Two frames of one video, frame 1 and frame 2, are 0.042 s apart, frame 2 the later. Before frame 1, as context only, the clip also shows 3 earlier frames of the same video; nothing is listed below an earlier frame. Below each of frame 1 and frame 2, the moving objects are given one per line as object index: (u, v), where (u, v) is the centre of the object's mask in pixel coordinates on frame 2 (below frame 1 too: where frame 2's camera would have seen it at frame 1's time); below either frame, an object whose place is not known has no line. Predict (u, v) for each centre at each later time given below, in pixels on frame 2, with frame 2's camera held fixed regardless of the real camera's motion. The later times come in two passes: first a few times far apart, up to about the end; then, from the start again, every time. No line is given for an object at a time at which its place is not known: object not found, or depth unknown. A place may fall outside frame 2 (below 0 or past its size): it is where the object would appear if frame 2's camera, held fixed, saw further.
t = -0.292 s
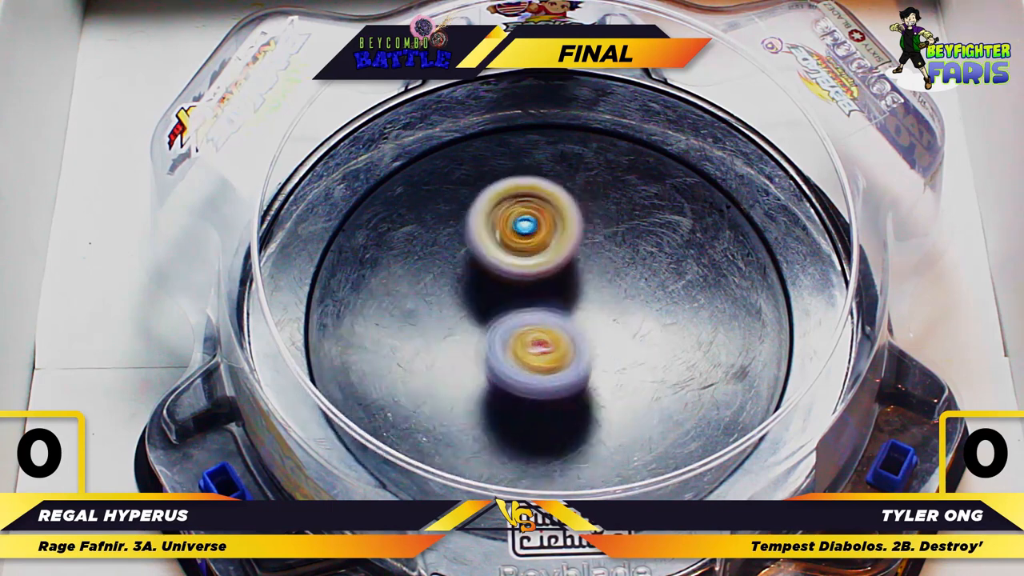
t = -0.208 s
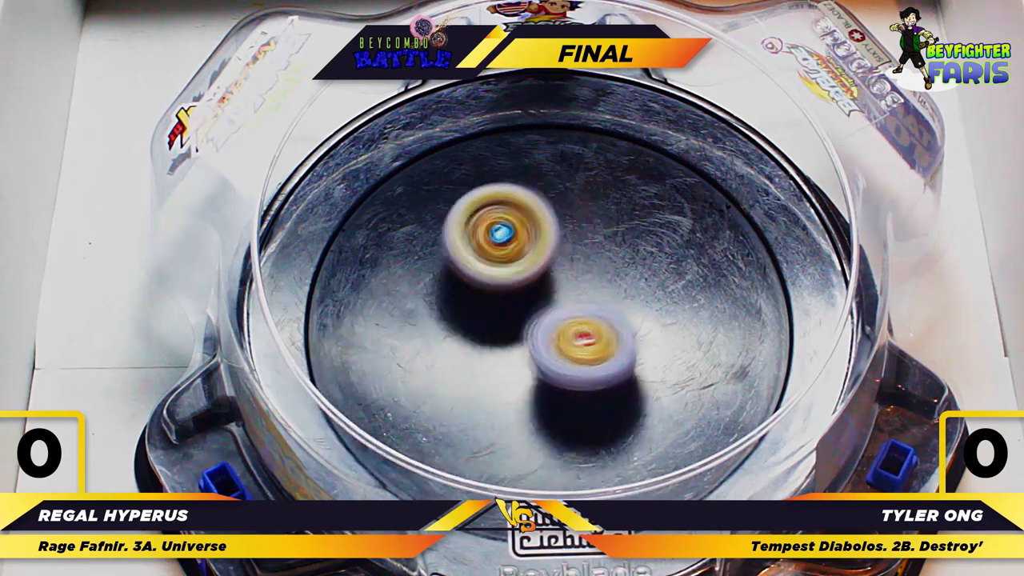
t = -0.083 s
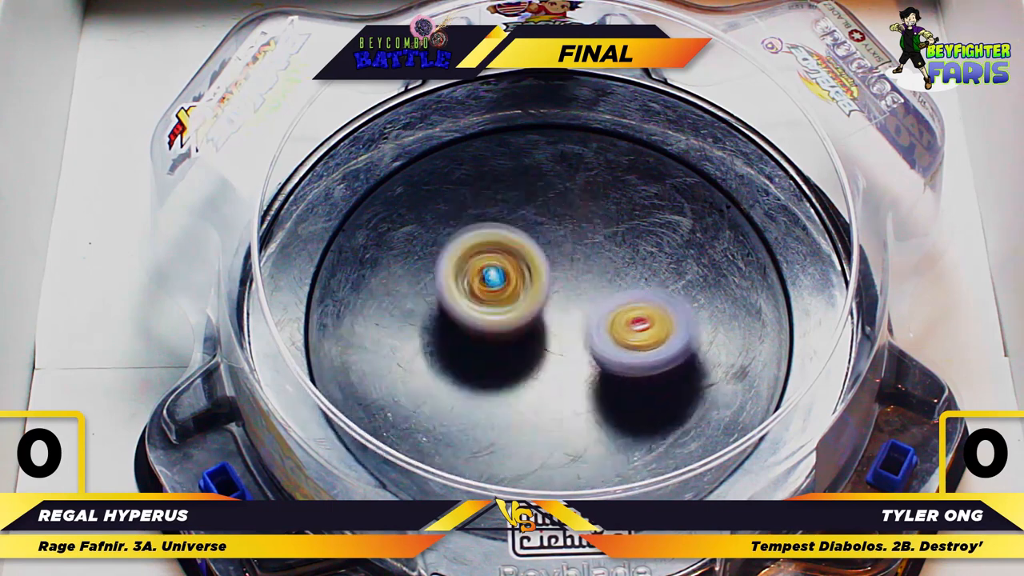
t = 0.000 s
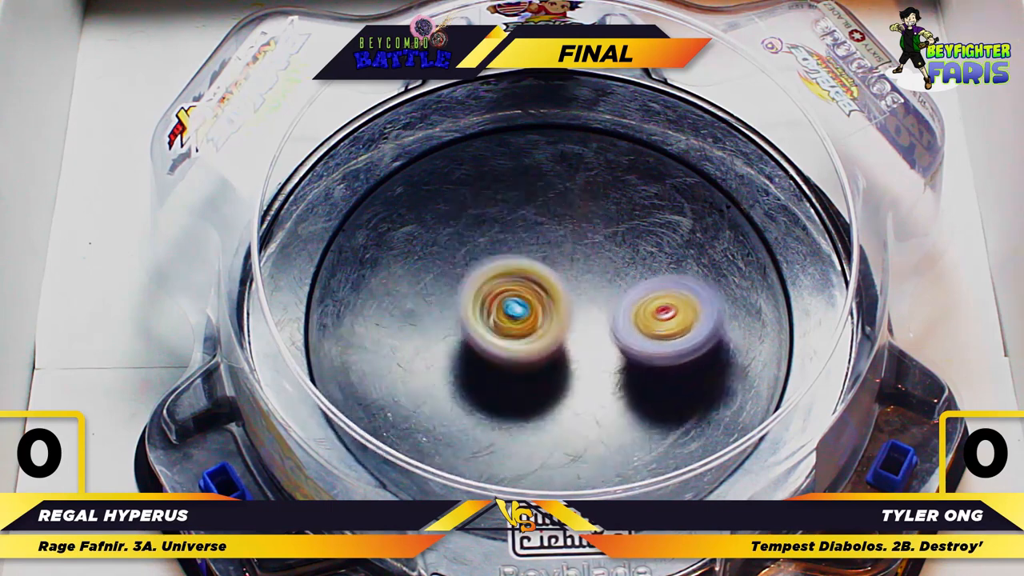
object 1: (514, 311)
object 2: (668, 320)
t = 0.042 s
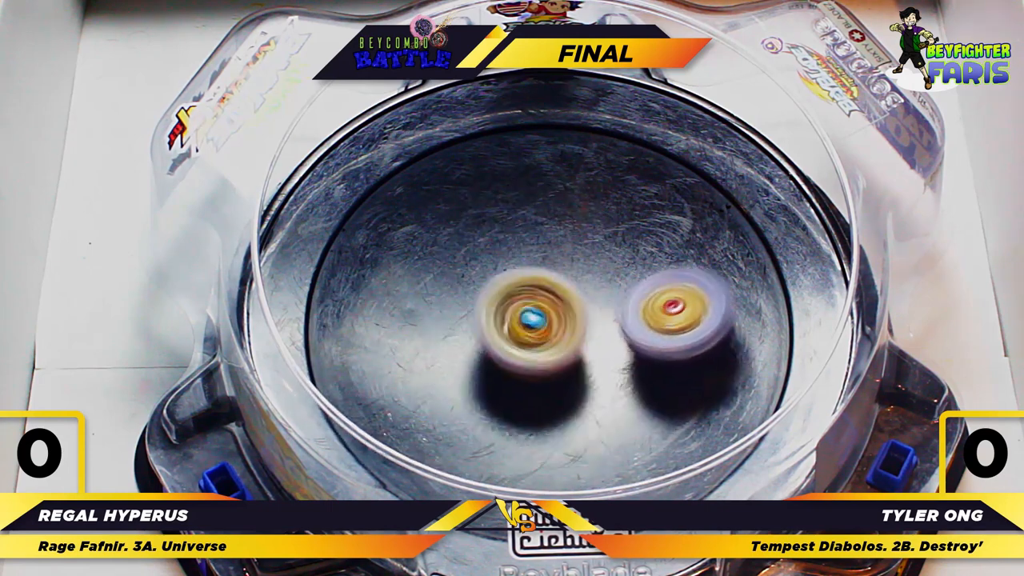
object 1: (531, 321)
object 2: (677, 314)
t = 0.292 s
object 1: (557, 333)
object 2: (708, 261)
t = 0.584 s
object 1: (518, 309)
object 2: (602, 229)
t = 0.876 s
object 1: (389, 438)
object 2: (581, 119)
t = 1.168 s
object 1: (572, 312)
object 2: (478, 240)
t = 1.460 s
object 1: (739, 235)
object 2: (340, 289)
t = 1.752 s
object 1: (565, 196)
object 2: (478, 375)
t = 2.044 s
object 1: (461, 287)
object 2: (665, 368)
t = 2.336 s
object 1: (526, 385)
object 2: (694, 279)
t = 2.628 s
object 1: (616, 310)
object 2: (565, 192)
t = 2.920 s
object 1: (553, 224)
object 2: (423, 195)
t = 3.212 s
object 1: (516, 271)
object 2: (394, 308)
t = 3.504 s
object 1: (629, 283)
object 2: (515, 398)
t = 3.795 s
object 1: (637, 210)
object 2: (635, 364)
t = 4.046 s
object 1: (570, 169)
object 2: (559, 310)
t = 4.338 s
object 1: (498, 138)
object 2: (453, 354)
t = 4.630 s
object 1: (472, 248)
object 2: (409, 344)
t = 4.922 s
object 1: (567, 265)
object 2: (457, 398)
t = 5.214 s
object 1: (643, 255)
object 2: (525, 375)
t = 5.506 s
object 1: (639, 195)
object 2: (496, 359)
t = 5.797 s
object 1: (579, 176)
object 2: (433, 331)
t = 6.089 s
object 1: (538, 252)
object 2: (430, 306)
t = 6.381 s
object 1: (637, 269)
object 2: (414, 304)
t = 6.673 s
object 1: (618, 307)
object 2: (498, 278)
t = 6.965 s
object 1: (595, 340)
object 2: (501, 199)
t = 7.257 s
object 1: (550, 298)
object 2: (519, 193)
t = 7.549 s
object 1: (578, 320)
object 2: (528, 222)
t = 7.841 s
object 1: (583, 358)
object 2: (547, 240)
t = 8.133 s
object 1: (539, 361)
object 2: (571, 212)
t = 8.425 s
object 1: (544, 323)
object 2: (582, 215)
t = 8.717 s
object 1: (543, 325)
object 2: (583, 223)
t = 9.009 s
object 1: (518, 334)
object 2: (578, 230)
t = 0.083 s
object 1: (551, 328)
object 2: (683, 307)
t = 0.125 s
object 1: (569, 329)
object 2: (687, 299)
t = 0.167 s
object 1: (567, 334)
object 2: (701, 286)
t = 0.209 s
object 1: (563, 334)
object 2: (708, 276)
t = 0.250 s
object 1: (560, 335)
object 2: (710, 268)
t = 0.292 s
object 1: (557, 333)
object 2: (708, 261)
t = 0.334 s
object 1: (554, 331)
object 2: (701, 254)
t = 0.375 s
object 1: (550, 328)
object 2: (692, 249)
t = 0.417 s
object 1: (544, 325)
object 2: (678, 245)
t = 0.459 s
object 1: (538, 320)
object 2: (662, 240)
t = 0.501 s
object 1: (531, 316)
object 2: (643, 236)
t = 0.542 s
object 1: (525, 312)
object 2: (623, 232)
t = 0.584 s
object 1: (518, 309)
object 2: (602, 229)
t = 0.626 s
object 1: (492, 324)
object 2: (592, 212)
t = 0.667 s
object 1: (448, 363)
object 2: (599, 174)
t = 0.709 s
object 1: (412, 394)
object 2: (602, 138)
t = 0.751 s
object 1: (385, 418)
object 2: (601, 121)
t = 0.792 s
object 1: (374, 431)
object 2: (598, 118)
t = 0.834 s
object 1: (376, 438)
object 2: (591, 118)
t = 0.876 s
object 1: (389, 438)
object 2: (581, 119)
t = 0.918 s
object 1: (407, 434)
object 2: (571, 127)
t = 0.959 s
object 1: (433, 423)
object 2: (559, 142)
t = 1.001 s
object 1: (459, 411)
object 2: (545, 160)
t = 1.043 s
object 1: (487, 393)
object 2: (530, 179)
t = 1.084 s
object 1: (514, 369)
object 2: (516, 201)
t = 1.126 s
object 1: (539, 335)
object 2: (499, 226)
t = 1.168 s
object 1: (572, 312)
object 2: (478, 240)
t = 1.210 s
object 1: (628, 304)
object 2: (440, 239)
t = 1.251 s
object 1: (674, 294)
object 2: (407, 244)
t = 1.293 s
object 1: (710, 282)
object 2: (382, 248)
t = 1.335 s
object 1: (734, 270)
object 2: (363, 258)
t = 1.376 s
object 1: (747, 259)
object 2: (349, 266)
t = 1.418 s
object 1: (747, 247)
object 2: (341, 278)
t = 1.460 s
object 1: (739, 235)
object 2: (340, 289)
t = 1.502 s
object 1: (725, 224)
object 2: (344, 305)
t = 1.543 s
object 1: (705, 214)
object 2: (357, 317)
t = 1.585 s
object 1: (680, 206)
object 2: (371, 332)
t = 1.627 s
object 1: (653, 200)
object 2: (395, 345)
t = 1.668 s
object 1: (624, 196)
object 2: (419, 355)
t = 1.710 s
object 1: (594, 195)
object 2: (448, 368)
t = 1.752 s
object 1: (565, 196)
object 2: (478, 375)
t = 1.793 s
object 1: (538, 200)
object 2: (506, 380)
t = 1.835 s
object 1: (515, 209)
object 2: (540, 384)
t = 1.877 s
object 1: (495, 220)
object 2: (567, 384)
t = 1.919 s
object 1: (481, 235)
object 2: (598, 384)
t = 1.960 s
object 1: (471, 253)
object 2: (622, 379)
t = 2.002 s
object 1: (465, 270)
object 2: (647, 374)
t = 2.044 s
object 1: (461, 287)
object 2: (665, 368)
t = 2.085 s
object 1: (460, 305)
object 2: (682, 359)
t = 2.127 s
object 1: (463, 323)
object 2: (695, 348)
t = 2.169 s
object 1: (469, 341)
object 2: (703, 337)
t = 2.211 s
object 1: (479, 356)
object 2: (707, 324)
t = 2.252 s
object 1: (493, 370)
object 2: (705, 308)
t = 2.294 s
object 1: (509, 381)
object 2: (701, 296)
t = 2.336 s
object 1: (526, 385)
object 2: (694, 279)
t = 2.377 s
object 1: (546, 388)
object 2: (678, 264)
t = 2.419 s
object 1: (565, 385)
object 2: (664, 251)
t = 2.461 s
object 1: (582, 377)
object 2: (649, 235)
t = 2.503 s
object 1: (597, 364)
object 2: (626, 223)
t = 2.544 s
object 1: (608, 346)
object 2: (607, 212)
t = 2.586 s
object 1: (614, 328)
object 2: (588, 201)
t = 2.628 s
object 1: (616, 310)
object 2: (565, 192)
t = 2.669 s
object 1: (613, 291)
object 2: (544, 186)
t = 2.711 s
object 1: (607, 275)
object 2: (524, 181)
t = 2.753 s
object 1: (597, 259)
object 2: (501, 179)
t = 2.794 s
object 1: (586, 244)
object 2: (480, 180)
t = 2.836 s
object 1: (572, 232)
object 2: (464, 185)
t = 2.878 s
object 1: (559, 225)
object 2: (445, 188)
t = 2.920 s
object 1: (553, 224)
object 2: (423, 195)
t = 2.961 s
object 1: (546, 224)
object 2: (409, 207)
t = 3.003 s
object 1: (537, 225)
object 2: (398, 219)
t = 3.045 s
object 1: (527, 229)
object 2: (390, 231)
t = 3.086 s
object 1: (517, 236)
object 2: (387, 249)
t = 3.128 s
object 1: (510, 246)
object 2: (390, 269)
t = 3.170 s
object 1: (507, 259)
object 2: (396, 286)
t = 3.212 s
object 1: (516, 271)
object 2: (394, 308)
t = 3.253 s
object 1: (534, 279)
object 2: (397, 332)
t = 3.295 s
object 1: (552, 286)
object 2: (408, 350)
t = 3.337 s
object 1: (570, 290)
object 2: (425, 366)
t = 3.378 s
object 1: (587, 291)
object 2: (444, 380)
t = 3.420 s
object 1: (603, 290)
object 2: (467, 389)
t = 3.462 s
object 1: (617, 288)
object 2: (490, 394)
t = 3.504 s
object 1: (629, 283)
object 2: (515, 398)
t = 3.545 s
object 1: (639, 276)
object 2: (544, 398)
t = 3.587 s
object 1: (646, 269)
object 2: (570, 391)
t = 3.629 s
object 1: (648, 262)
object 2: (594, 382)
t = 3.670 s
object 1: (645, 255)
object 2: (620, 368)
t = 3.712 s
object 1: (637, 250)
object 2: (637, 354)
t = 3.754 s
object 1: (635, 234)
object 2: (643, 354)
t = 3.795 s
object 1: (637, 210)
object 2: (635, 364)
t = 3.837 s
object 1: (634, 192)
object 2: (624, 371)
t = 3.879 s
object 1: (626, 180)
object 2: (612, 367)
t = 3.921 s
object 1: (615, 172)
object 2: (597, 357)
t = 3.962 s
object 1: (602, 167)
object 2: (585, 346)
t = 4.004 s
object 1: (586, 166)
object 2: (571, 325)
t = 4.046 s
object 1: (570, 169)
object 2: (559, 310)
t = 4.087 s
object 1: (554, 176)
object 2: (547, 293)
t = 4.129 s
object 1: (542, 172)
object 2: (535, 292)
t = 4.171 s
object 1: (534, 148)
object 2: (515, 315)
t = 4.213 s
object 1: (527, 134)
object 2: (498, 335)
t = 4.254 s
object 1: (518, 129)
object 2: (483, 347)
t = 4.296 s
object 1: (509, 132)
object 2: (468, 354)
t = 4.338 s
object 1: (498, 138)
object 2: (453, 354)
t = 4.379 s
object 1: (488, 149)
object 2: (439, 355)
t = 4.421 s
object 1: (478, 162)
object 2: (427, 353)
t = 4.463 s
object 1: (471, 179)
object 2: (417, 350)
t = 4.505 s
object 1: (466, 196)
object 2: (411, 346)
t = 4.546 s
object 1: (464, 216)
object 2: (408, 343)
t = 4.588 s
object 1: (465, 234)
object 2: (408, 339)
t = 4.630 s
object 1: (472, 248)
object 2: (409, 344)
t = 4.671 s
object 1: (490, 242)
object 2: (400, 365)
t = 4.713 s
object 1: (510, 238)
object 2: (401, 384)
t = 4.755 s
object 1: (526, 239)
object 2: (407, 393)
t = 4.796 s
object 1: (541, 243)
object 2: (414, 398)
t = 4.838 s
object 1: (550, 251)
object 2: (427, 402)
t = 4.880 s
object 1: (558, 258)
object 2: (442, 401)
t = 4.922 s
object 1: (567, 265)
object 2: (457, 398)
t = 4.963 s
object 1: (576, 273)
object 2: (474, 394)
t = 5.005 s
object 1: (584, 279)
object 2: (494, 386)
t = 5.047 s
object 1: (591, 284)
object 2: (519, 376)
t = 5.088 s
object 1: (605, 280)
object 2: (528, 378)
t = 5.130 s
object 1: (625, 269)
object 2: (525, 384)
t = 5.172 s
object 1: (638, 261)
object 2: (525, 383)
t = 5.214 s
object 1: (643, 255)
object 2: (525, 375)
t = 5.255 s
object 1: (644, 251)
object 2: (529, 367)
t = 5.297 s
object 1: (640, 249)
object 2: (535, 357)
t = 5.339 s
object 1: (633, 249)
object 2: (542, 344)
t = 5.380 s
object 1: (624, 249)
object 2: (547, 334)
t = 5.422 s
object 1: (626, 237)
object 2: (539, 337)
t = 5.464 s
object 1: (635, 213)
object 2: (515, 352)
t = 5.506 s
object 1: (639, 195)
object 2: (496, 359)
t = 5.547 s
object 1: (638, 183)
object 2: (482, 361)
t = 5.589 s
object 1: (633, 176)
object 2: (470, 355)
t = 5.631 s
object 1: (627, 170)
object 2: (459, 352)
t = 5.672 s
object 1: (617, 167)
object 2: (450, 346)
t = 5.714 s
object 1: (605, 165)
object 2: (443, 341)
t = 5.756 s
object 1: (592, 169)
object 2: (437, 337)
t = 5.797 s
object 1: (579, 176)
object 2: (433, 331)
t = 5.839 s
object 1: (566, 186)
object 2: (431, 326)
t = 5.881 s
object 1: (553, 199)
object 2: (431, 320)
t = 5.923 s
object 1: (540, 214)
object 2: (432, 313)
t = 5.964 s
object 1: (529, 230)
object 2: (436, 306)
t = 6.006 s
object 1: (528, 240)
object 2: (432, 305)
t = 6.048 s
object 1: (533, 245)
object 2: (428, 307)
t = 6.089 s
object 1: (538, 252)
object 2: (430, 306)
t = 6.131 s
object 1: (540, 259)
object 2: (432, 303)
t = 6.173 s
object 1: (561, 262)
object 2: (415, 304)
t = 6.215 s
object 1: (587, 261)
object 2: (402, 307)
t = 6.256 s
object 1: (609, 262)
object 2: (400, 308)
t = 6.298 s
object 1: (624, 264)
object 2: (402, 306)
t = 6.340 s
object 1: (632, 267)
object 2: (406, 305)
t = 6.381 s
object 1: (637, 269)
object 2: (414, 304)
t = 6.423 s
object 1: (640, 273)
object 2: (422, 302)
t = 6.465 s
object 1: (641, 277)
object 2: (432, 300)
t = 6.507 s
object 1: (639, 282)
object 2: (445, 298)
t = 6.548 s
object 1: (637, 289)
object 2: (459, 295)
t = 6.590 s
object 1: (632, 295)
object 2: (471, 290)
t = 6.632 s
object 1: (626, 301)
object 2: (484, 285)
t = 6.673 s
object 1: (618, 307)
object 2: (498, 278)
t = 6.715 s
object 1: (628, 317)
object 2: (491, 263)
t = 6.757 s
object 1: (634, 327)
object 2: (489, 250)
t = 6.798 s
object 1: (632, 334)
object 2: (489, 240)
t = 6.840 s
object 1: (625, 338)
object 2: (493, 228)
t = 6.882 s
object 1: (616, 341)
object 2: (497, 217)
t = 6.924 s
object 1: (606, 341)
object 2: (499, 206)
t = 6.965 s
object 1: (595, 340)
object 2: (501, 199)
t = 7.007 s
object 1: (585, 336)
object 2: (504, 192)
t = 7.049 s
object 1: (575, 330)
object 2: (506, 187)
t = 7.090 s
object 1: (567, 323)
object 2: (508, 185)
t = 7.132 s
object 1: (561, 316)
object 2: (510, 184)
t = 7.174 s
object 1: (554, 311)
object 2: (512, 185)
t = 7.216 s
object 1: (550, 304)
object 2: (516, 189)
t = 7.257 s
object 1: (550, 298)
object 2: (519, 193)
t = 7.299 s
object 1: (552, 301)
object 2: (516, 193)
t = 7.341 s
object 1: (559, 310)
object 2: (512, 195)
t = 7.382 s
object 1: (563, 315)
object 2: (510, 196)
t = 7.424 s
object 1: (566, 318)
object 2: (515, 201)
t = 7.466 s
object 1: (568, 318)
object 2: (521, 205)
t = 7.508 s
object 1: (573, 318)
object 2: (525, 213)
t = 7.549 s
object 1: (578, 320)
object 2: (528, 222)
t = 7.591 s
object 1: (585, 327)
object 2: (531, 226)
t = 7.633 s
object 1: (588, 332)
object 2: (533, 233)
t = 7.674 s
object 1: (590, 336)
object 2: (540, 239)
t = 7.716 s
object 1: (592, 345)
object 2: (541, 237)
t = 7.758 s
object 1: (592, 355)
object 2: (542, 237)
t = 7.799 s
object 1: (587, 360)
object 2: (545, 241)
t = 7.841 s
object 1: (583, 358)
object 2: (547, 240)
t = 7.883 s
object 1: (577, 357)
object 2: (551, 239)
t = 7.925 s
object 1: (572, 353)
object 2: (554, 241)
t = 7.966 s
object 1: (566, 348)
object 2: (559, 247)
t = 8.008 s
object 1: (559, 350)
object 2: (563, 243)
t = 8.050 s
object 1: (551, 360)
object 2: (566, 225)
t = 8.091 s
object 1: (544, 364)
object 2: (568, 217)
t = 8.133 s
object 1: (539, 361)
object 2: (571, 212)
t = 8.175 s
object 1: (536, 354)
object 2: (570, 214)
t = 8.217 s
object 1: (534, 346)
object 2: (574, 214)
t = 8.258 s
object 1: (535, 338)
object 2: (578, 216)
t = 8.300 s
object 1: (539, 331)
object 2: (581, 220)
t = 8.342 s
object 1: (542, 323)
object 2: (582, 222)
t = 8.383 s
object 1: (542, 321)
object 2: (582, 218)
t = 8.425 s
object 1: (544, 323)
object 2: (582, 215)
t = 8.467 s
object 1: (543, 324)
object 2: (584, 216)
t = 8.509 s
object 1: (543, 323)
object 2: (582, 217)
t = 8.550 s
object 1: (544, 323)
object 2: (585, 218)
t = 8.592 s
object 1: (542, 327)
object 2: (587, 217)
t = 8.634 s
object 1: (542, 329)
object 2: (589, 217)
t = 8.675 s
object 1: (542, 325)
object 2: (584, 217)
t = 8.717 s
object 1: (543, 325)
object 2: (583, 223)
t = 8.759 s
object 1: (540, 328)
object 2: (581, 229)
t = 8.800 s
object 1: (531, 334)
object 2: (579, 222)
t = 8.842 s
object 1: (523, 338)
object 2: (577, 221)
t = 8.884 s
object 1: (519, 337)
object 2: (577, 227)
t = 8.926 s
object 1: (518, 332)
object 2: (578, 232)
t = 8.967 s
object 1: (519, 329)
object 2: (575, 234)
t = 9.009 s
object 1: (518, 334)
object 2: (578, 230)
